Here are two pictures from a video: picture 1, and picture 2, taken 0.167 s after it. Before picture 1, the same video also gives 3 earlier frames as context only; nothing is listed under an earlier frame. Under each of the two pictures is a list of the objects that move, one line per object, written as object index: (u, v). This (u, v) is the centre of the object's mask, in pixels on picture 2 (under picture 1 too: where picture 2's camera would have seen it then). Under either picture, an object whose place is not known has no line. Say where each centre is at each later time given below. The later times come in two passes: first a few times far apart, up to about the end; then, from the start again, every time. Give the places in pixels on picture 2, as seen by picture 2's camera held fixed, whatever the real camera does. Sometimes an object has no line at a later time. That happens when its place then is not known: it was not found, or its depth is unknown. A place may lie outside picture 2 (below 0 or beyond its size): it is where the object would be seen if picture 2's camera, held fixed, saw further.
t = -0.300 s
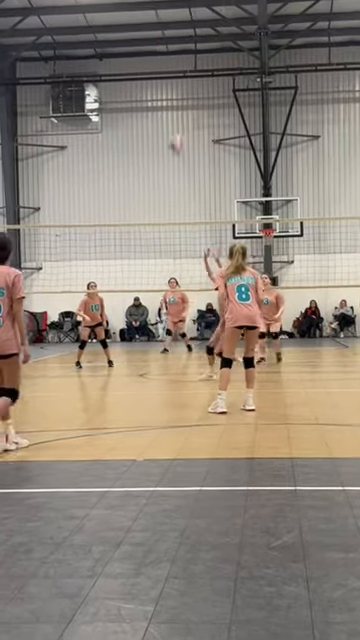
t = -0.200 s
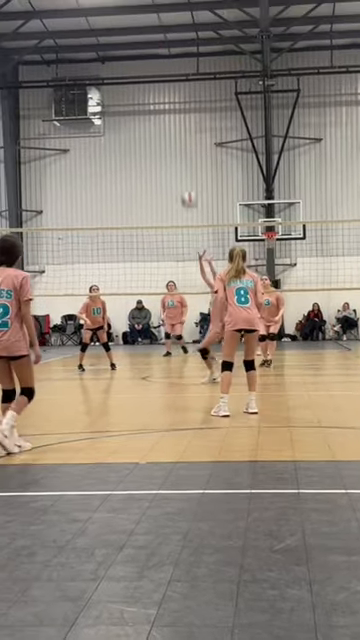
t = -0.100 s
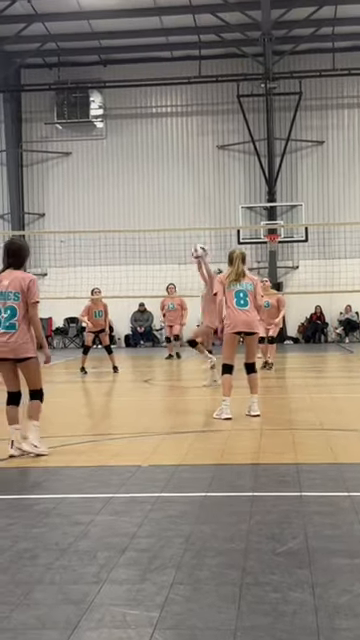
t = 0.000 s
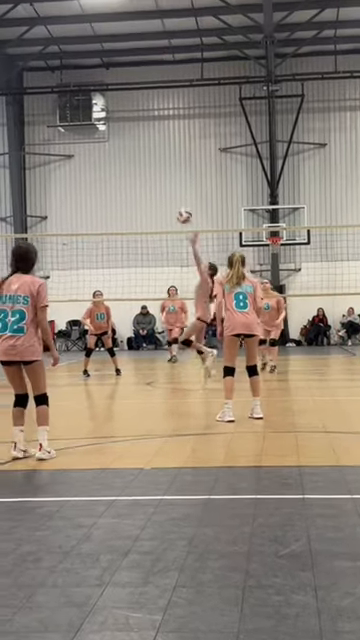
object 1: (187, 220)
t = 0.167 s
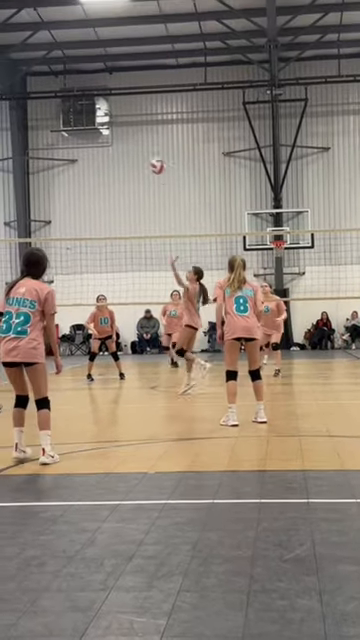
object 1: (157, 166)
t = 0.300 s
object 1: (133, 137)
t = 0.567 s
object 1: (88, 123)
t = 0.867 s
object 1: (40, 171)
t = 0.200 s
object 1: (151, 157)
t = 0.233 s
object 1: (146, 150)
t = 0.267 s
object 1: (140, 143)
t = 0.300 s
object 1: (133, 137)
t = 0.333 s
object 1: (129, 132)
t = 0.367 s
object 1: (123, 129)
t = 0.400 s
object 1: (117, 126)
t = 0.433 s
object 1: (112, 123)
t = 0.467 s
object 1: (106, 124)
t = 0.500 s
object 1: (100, 121)
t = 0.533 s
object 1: (93, 121)
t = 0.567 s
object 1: (88, 123)
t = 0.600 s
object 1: (83, 125)
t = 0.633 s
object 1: (77, 127)
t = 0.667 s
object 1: (71, 131)
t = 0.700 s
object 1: (66, 135)
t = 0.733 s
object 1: (61, 140)
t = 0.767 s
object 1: (56, 147)
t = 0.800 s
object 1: (50, 154)
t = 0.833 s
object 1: (45, 162)
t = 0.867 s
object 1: (40, 171)
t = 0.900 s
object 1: (34, 180)
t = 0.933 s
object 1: (29, 191)
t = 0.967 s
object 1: (24, 202)
